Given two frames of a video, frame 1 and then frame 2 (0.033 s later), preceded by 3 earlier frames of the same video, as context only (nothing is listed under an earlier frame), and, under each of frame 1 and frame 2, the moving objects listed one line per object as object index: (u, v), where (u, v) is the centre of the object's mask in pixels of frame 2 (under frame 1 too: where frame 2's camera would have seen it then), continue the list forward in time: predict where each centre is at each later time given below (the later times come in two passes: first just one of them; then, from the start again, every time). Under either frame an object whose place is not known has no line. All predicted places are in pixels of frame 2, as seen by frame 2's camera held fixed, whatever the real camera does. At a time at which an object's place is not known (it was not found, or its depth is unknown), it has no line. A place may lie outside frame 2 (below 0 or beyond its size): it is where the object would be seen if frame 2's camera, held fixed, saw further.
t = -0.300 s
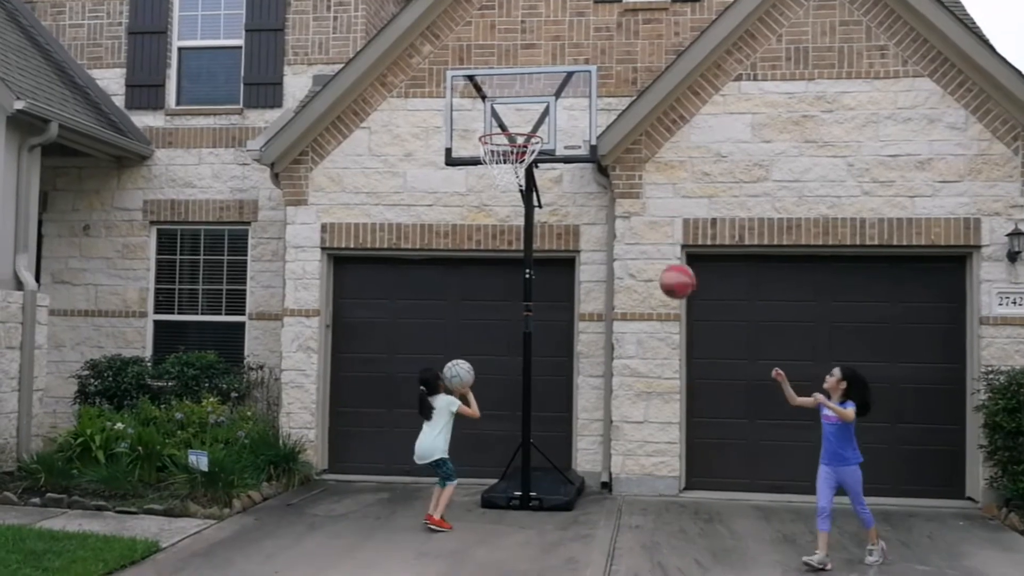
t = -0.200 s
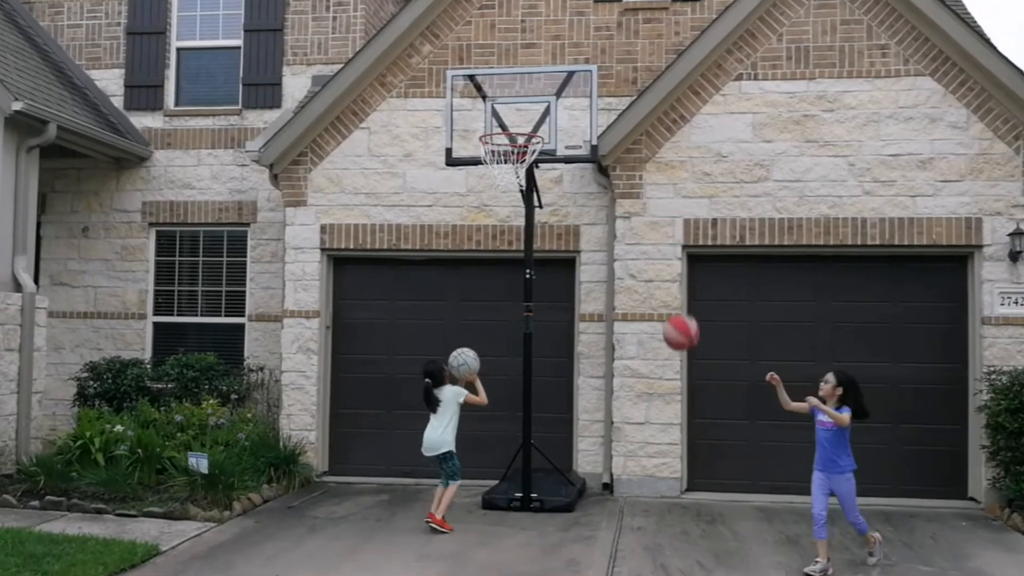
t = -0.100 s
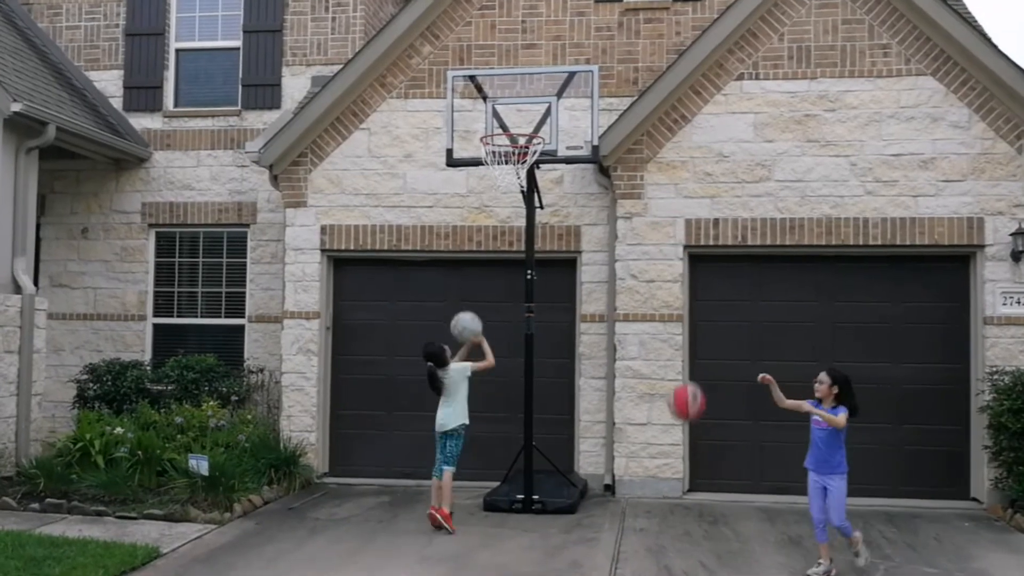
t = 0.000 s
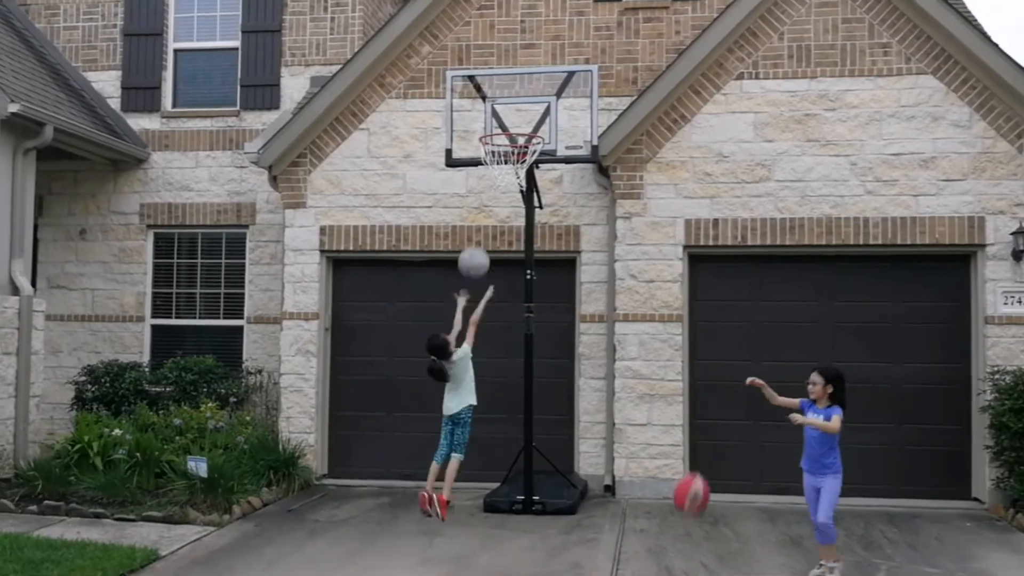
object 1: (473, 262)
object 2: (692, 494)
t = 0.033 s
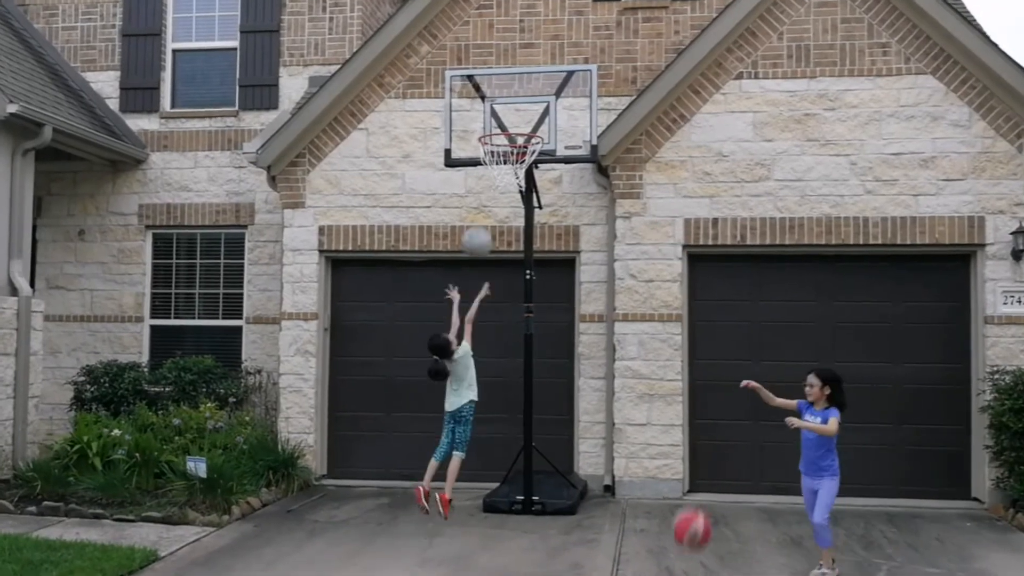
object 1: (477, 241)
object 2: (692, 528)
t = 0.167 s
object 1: (484, 177)
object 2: (698, 497)
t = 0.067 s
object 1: (480, 223)
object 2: (691, 561)
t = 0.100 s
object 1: (483, 207)
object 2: (693, 552)
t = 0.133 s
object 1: (485, 190)
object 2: (696, 524)
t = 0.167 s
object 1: (484, 177)
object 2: (698, 497)
